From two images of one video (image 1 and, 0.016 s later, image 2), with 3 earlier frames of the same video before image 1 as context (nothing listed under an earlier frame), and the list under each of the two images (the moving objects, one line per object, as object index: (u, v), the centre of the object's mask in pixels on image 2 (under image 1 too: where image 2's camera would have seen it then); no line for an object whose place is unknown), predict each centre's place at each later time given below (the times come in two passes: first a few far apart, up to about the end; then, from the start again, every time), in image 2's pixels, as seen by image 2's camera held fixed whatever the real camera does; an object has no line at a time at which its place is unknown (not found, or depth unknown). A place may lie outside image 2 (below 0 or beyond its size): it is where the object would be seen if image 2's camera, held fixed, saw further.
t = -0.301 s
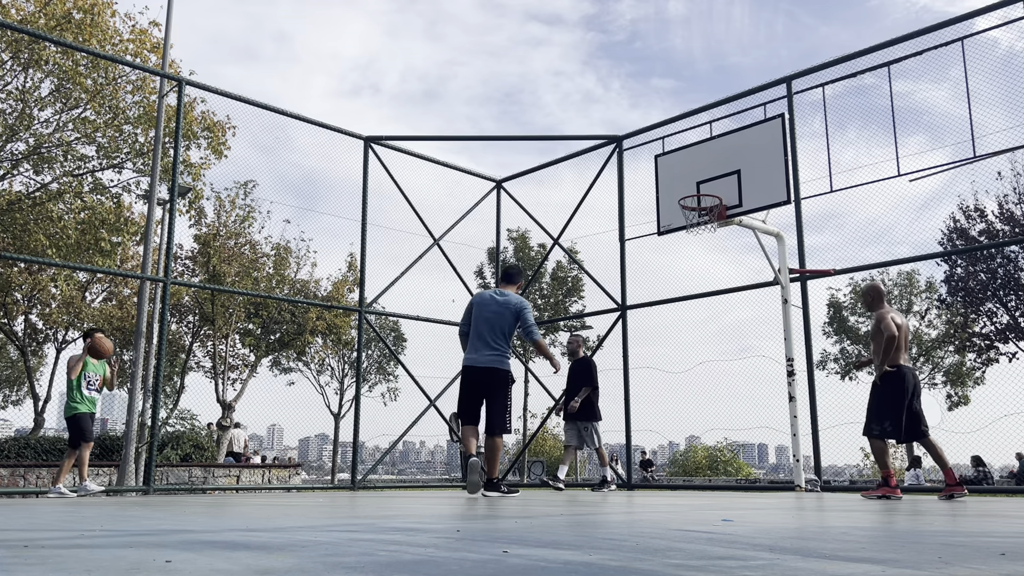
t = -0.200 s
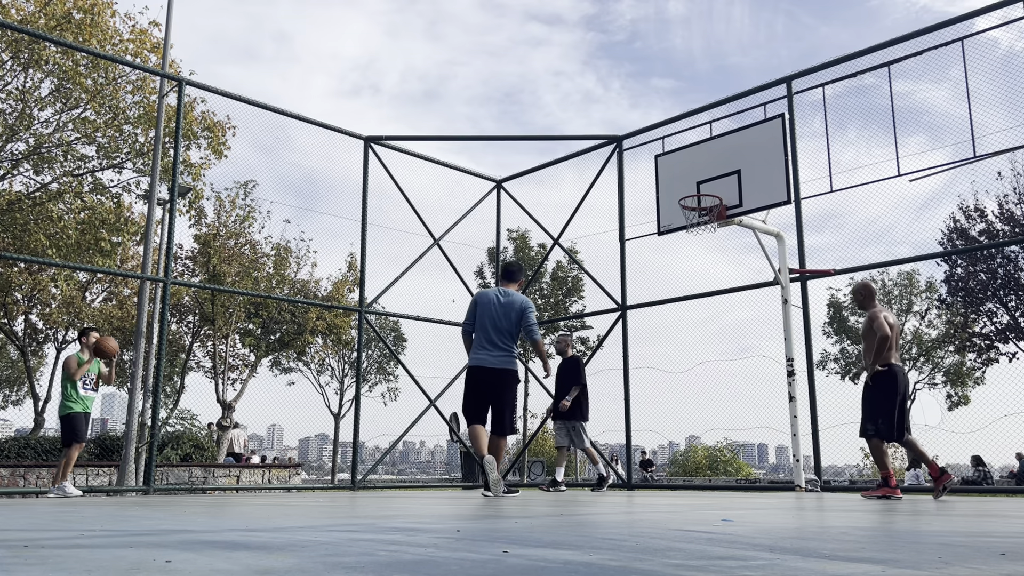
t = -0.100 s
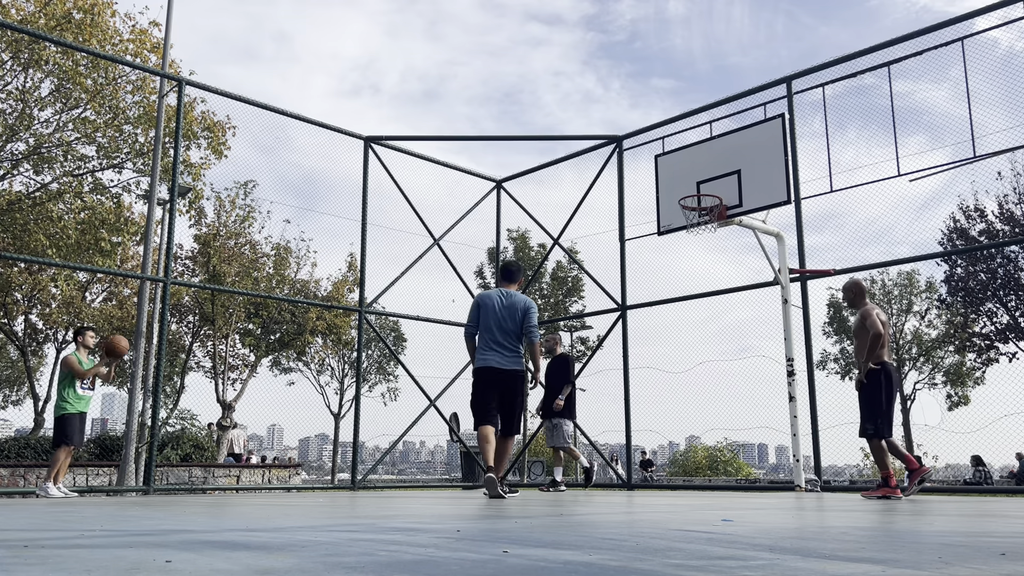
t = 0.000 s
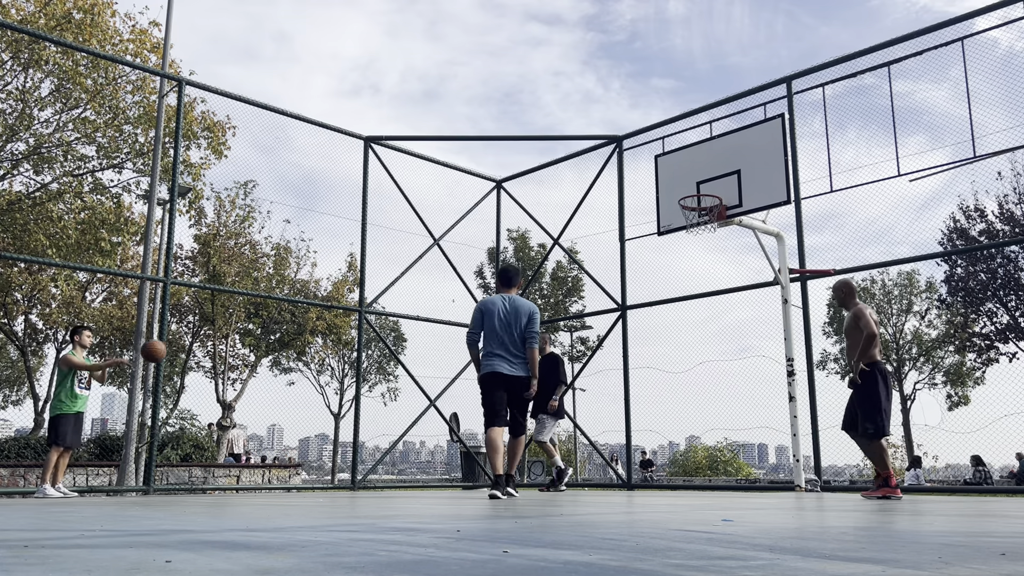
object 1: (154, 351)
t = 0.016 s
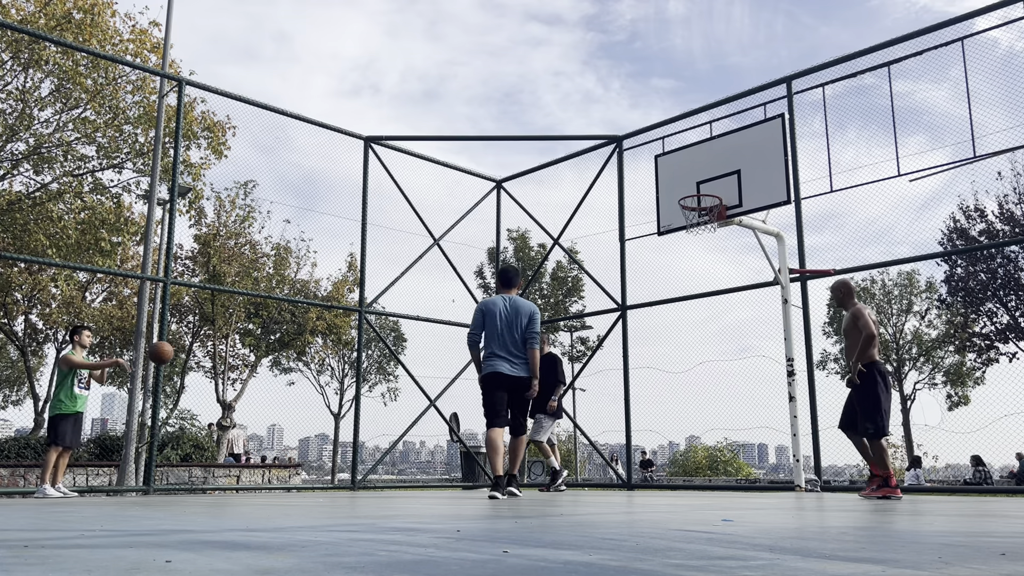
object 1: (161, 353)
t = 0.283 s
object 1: (275, 420)
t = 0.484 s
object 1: (347, 460)
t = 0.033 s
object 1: (168, 355)
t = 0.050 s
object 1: (175, 357)
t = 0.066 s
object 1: (182, 360)
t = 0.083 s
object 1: (190, 363)
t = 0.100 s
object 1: (197, 366)
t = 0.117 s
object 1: (205, 370)
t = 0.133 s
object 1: (212, 373)
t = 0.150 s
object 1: (218, 378)
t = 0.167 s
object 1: (226, 382)
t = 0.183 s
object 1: (233, 387)
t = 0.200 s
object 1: (240, 391)
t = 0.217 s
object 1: (247, 396)
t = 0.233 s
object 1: (254, 402)
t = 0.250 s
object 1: (261, 408)
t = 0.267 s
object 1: (268, 414)
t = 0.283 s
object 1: (275, 420)
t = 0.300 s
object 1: (282, 426)
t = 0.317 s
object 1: (289, 433)
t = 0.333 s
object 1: (296, 440)
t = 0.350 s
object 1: (303, 448)
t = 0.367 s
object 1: (310, 455)
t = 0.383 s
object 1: (317, 463)
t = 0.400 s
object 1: (324, 472)
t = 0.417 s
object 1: (330, 480)
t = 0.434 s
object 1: (336, 481)
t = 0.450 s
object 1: (339, 474)
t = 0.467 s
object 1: (343, 467)
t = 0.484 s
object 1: (347, 460)
